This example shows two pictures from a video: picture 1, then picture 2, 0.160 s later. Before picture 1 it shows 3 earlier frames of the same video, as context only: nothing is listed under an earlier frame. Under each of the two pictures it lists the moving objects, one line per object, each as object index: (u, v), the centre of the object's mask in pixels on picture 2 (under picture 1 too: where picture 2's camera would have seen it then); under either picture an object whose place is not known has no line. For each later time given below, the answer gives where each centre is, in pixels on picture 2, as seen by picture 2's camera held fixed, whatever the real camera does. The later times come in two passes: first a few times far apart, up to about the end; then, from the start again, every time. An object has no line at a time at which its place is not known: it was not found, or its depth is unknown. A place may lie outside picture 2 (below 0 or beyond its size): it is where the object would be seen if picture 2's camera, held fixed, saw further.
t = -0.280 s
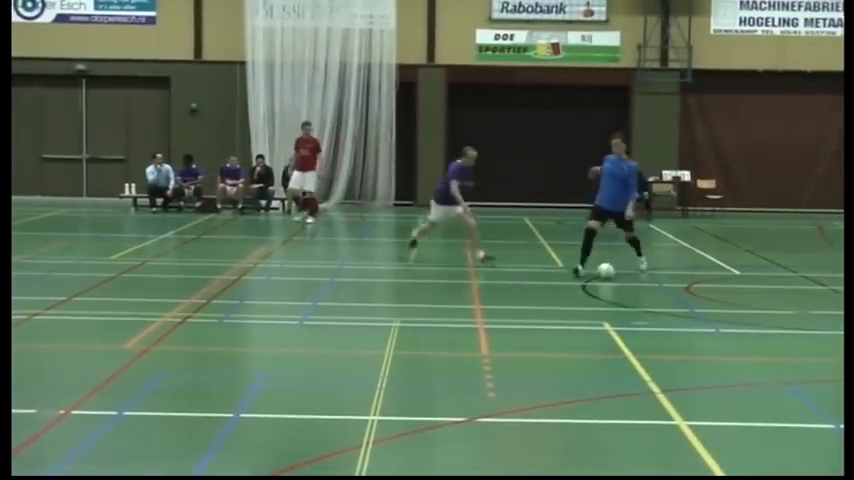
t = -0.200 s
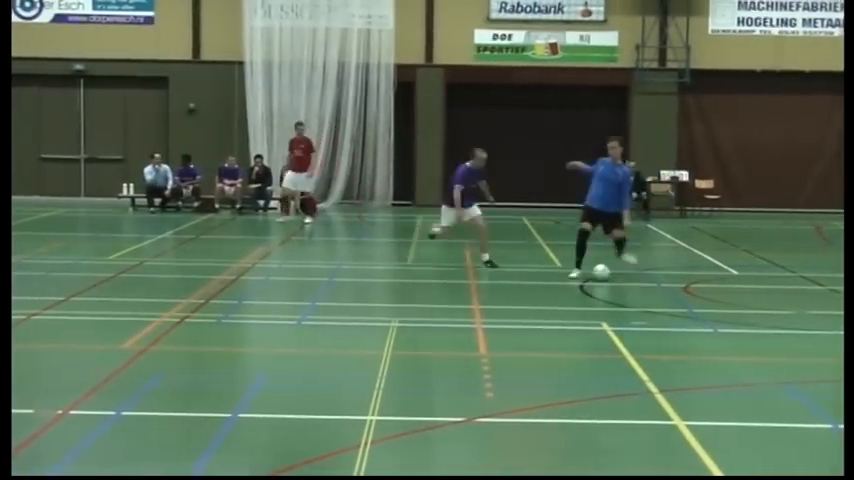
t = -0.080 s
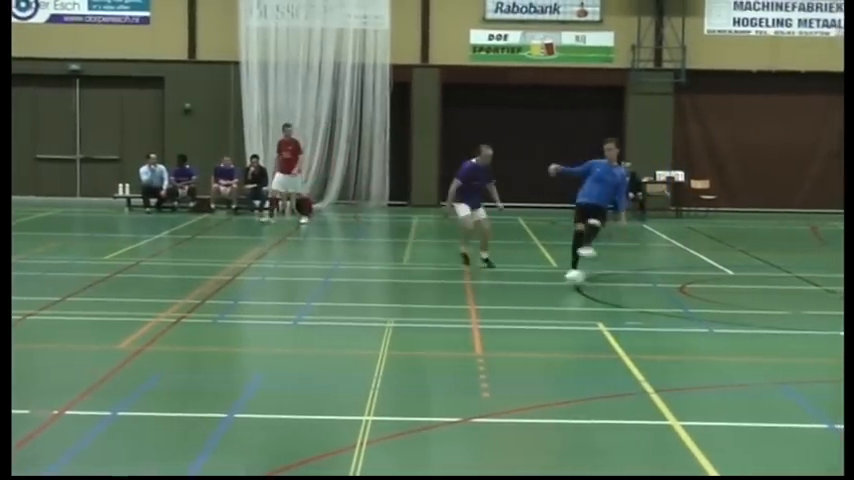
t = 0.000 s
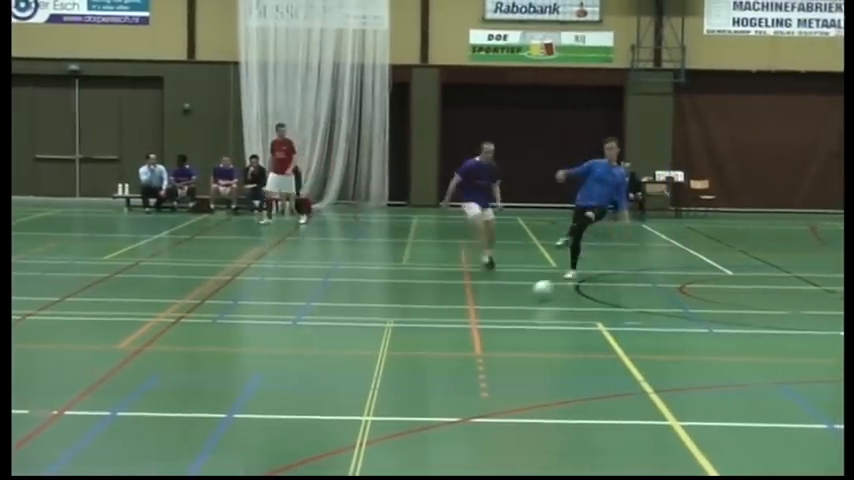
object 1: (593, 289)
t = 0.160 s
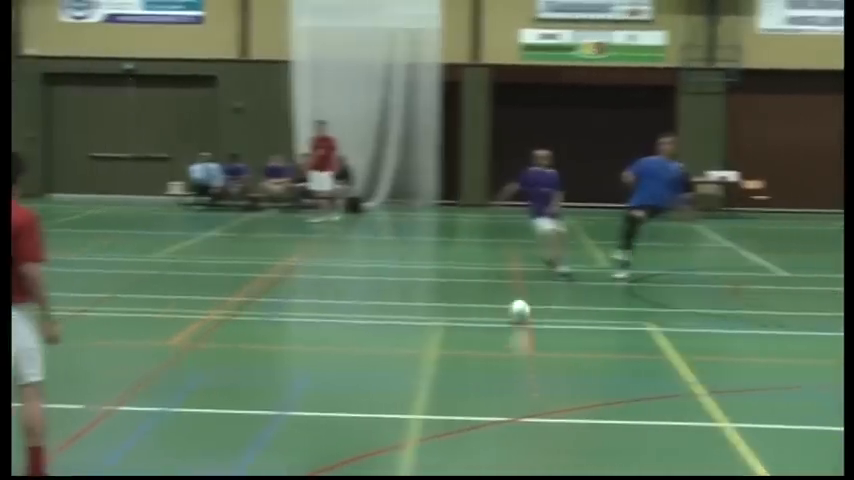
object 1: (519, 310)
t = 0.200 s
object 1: (499, 319)
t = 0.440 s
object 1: (359, 361)
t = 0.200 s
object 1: (499, 319)
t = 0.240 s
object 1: (478, 325)
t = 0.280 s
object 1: (456, 332)
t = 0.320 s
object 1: (433, 339)
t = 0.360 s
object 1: (410, 342)
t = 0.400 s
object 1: (386, 350)
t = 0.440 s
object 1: (359, 361)
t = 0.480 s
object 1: (333, 366)
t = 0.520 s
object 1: (305, 372)
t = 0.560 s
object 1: (276, 381)
